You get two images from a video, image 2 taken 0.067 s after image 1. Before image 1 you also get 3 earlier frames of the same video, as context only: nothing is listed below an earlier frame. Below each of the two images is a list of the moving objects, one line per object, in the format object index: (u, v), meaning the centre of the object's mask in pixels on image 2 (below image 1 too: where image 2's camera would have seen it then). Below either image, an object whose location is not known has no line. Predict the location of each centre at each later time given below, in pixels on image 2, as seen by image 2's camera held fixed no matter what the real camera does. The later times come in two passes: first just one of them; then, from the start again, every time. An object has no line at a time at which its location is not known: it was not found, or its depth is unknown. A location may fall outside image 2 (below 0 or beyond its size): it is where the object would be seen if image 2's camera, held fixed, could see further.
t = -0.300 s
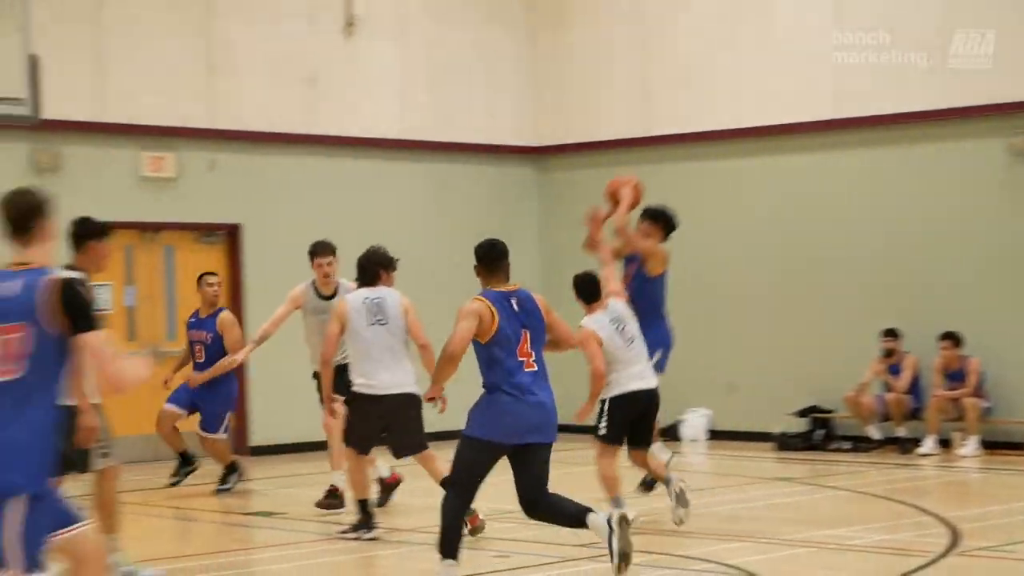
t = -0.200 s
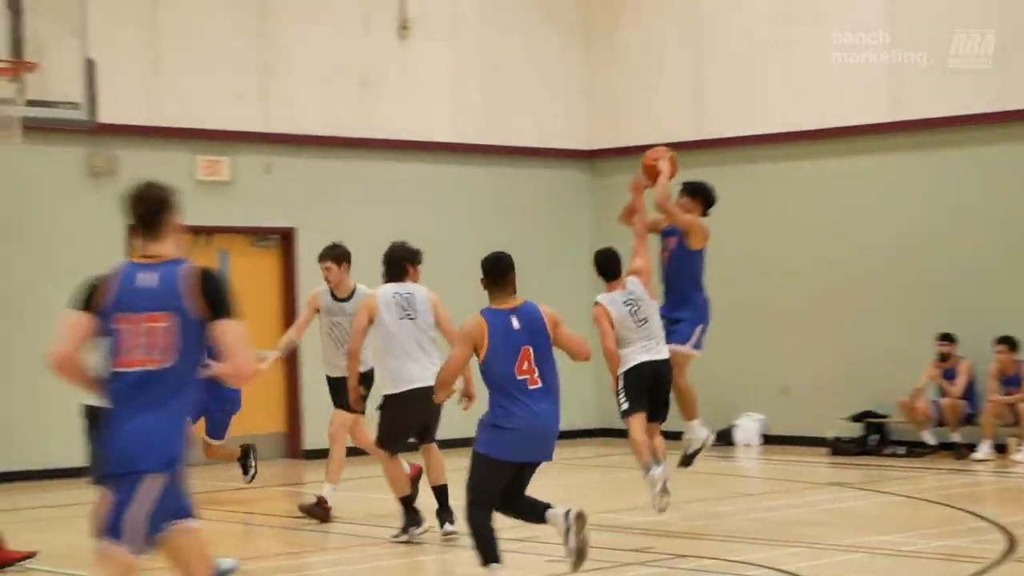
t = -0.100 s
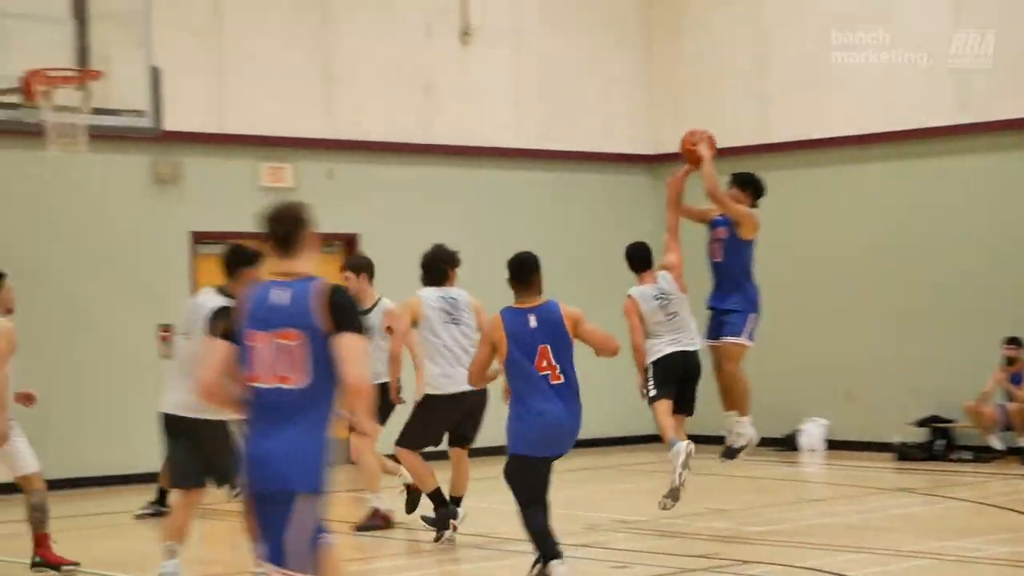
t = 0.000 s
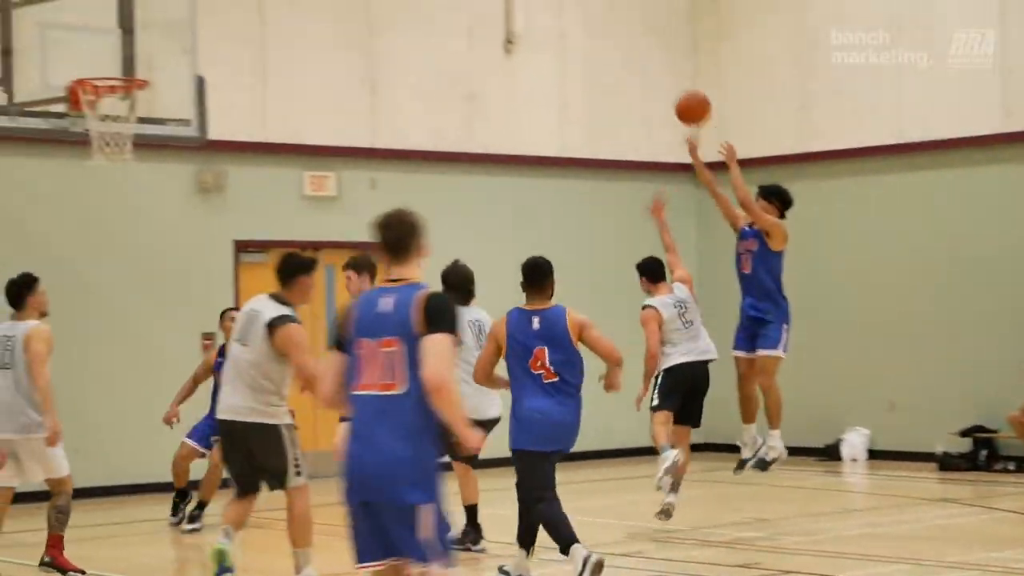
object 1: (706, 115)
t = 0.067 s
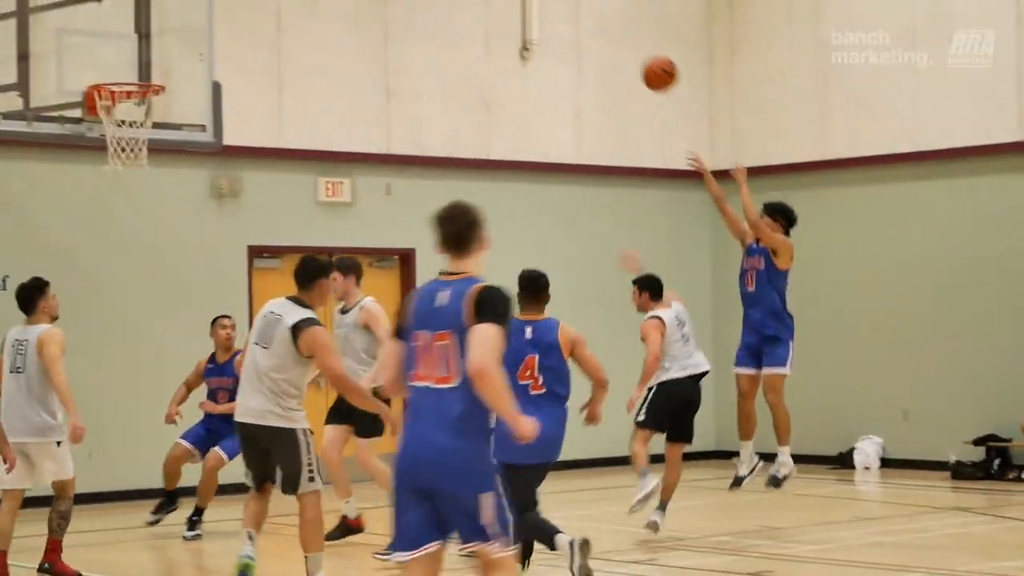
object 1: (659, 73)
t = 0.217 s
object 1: (554, 10)
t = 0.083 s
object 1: (648, 64)
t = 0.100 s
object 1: (636, 55)
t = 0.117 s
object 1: (623, 48)
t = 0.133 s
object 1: (612, 40)
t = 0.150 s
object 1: (600, 34)
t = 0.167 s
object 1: (588, 27)
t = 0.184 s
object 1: (577, 20)
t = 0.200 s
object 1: (566, 14)
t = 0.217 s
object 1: (554, 10)
